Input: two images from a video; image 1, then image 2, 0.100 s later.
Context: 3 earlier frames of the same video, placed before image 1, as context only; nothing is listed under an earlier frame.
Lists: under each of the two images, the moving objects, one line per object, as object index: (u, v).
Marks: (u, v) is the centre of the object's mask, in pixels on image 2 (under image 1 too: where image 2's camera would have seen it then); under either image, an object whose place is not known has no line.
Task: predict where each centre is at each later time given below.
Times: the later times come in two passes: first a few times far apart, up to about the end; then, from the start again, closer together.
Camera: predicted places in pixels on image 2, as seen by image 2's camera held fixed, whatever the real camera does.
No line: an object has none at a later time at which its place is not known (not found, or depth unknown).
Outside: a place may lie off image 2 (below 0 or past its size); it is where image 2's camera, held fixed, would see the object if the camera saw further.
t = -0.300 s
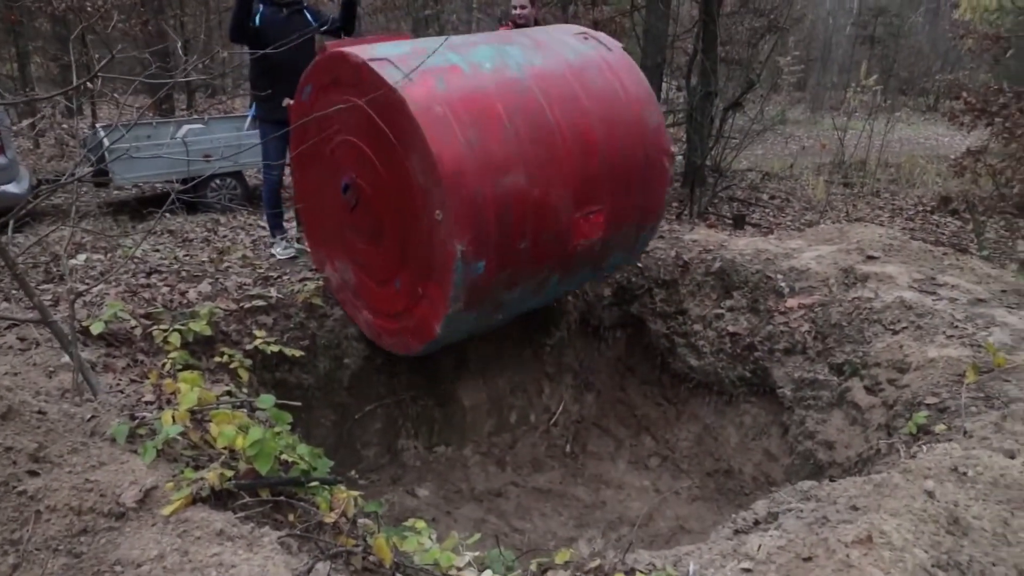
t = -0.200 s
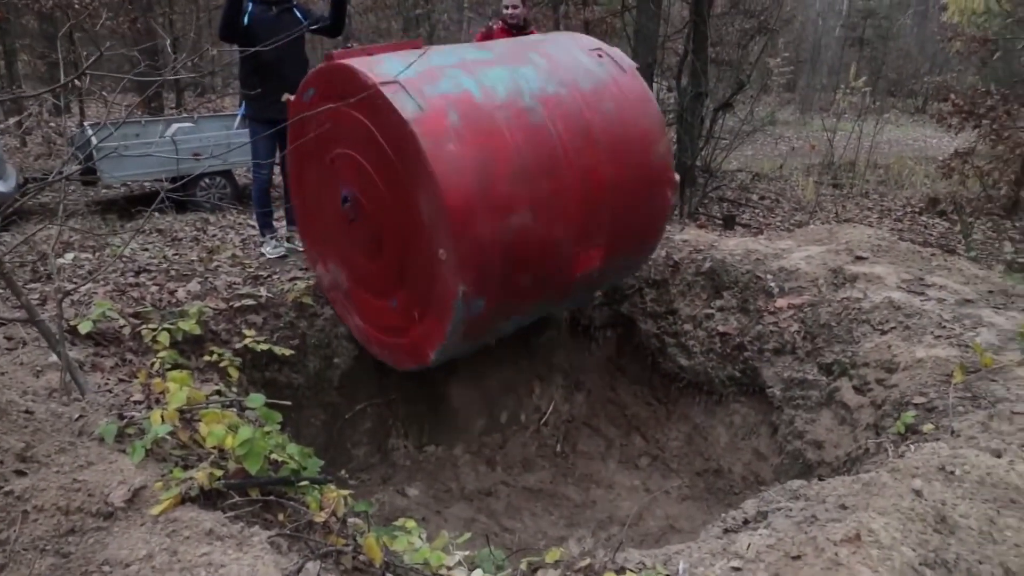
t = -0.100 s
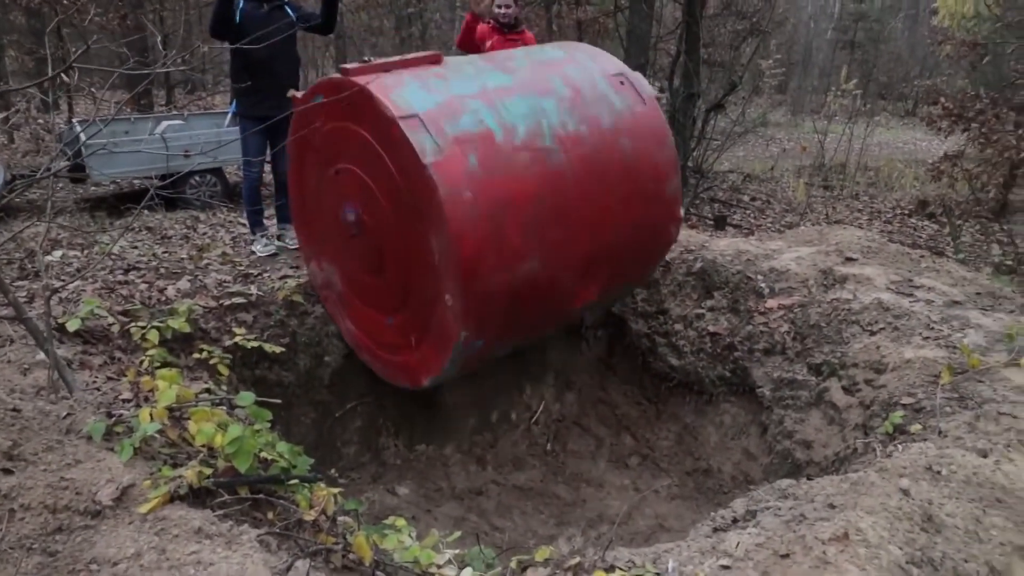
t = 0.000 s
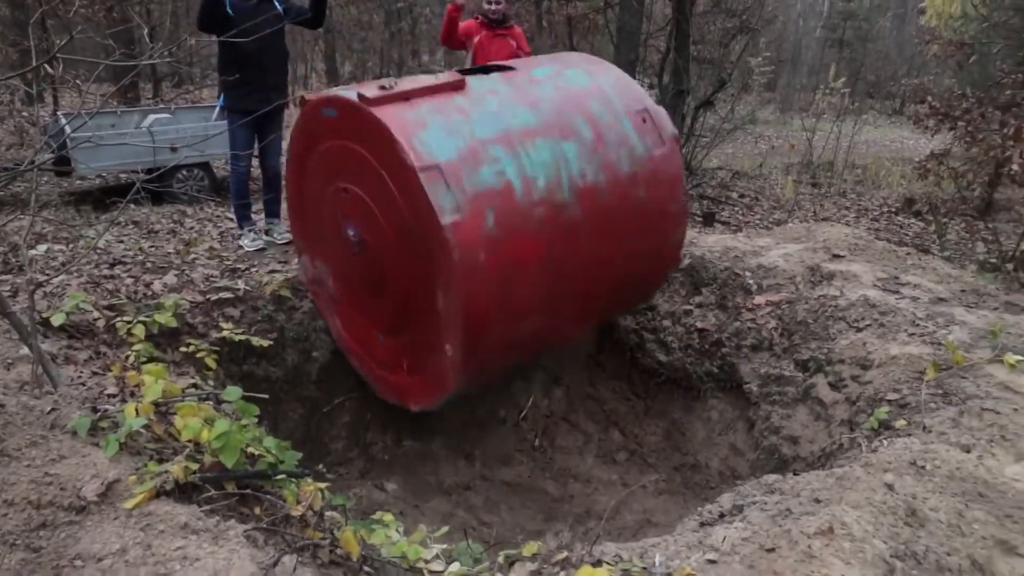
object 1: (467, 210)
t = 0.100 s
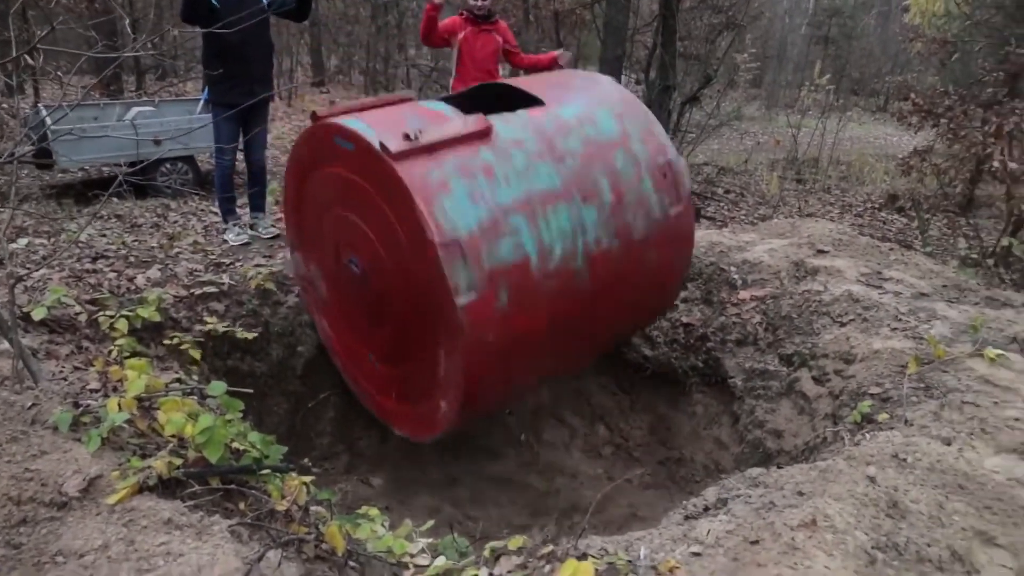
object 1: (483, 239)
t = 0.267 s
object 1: (516, 325)
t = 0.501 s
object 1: (567, 408)
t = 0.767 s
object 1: (588, 391)
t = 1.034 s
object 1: (577, 403)
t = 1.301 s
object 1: (573, 401)
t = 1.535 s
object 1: (572, 403)
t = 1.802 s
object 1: (570, 403)
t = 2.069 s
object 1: (566, 403)
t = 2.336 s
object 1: (563, 402)
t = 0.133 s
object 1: (490, 253)
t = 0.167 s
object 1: (497, 268)
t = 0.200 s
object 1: (503, 285)
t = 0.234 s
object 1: (509, 304)
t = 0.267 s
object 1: (516, 325)
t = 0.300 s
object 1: (524, 342)
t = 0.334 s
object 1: (531, 358)
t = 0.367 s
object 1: (540, 377)
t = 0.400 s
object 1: (548, 393)
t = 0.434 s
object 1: (555, 399)
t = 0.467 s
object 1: (560, 403)
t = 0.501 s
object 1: (567, 408)
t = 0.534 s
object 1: (573, 404)
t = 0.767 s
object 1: (588, 391)
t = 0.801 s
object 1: (587, 392)
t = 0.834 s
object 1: (586, 394)
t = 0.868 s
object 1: (584, 396)
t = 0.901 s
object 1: (582, 400)
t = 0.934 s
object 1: (582, 400)
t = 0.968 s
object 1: (580, 401)
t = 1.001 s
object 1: (579, 402)
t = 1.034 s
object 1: (577, 403)
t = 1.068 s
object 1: (576, 403)
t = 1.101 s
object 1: (575, 402)
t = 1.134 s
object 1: (574, 403)
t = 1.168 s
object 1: (574, 402)
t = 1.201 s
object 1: (573, 402)
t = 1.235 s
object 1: (573, 402)
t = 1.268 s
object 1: (573, 402)
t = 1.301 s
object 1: (573, 401)
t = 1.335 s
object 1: (573, 401)
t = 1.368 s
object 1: (572, 402)
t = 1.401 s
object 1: (572, 402)
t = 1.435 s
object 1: (572, 402)
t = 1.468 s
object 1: (572, 402)
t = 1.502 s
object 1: (572, 402)
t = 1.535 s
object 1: (572, 403)
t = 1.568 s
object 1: (572, 403)
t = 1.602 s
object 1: (572, 402)
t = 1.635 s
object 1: (572, 403)
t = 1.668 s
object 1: (572, 403)
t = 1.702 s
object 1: (571, 403)
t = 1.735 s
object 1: (571, 403)
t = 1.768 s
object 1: (570, 403)
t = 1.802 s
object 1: (570, 403)
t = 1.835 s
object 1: (570, 403)
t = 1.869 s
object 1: (569, 403)
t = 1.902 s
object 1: (569, 403)
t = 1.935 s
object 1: (568, 403)
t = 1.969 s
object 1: (568, 403)
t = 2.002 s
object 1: (567, 403)
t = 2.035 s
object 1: (566, 403)
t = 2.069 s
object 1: (566, 403)
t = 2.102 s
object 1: (565, 403)
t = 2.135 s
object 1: (564, 402)
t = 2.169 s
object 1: (564, 402)
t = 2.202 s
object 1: (564, 402)
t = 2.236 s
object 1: (563, 402)
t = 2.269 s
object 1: (563, 402)
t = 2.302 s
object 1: (563, 402)
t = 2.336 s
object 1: (563, 402)
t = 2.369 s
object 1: (563, 402)
